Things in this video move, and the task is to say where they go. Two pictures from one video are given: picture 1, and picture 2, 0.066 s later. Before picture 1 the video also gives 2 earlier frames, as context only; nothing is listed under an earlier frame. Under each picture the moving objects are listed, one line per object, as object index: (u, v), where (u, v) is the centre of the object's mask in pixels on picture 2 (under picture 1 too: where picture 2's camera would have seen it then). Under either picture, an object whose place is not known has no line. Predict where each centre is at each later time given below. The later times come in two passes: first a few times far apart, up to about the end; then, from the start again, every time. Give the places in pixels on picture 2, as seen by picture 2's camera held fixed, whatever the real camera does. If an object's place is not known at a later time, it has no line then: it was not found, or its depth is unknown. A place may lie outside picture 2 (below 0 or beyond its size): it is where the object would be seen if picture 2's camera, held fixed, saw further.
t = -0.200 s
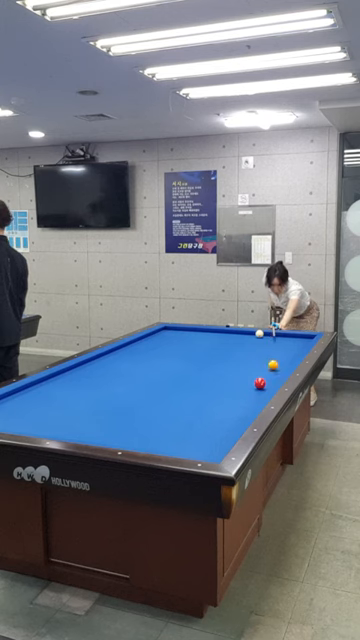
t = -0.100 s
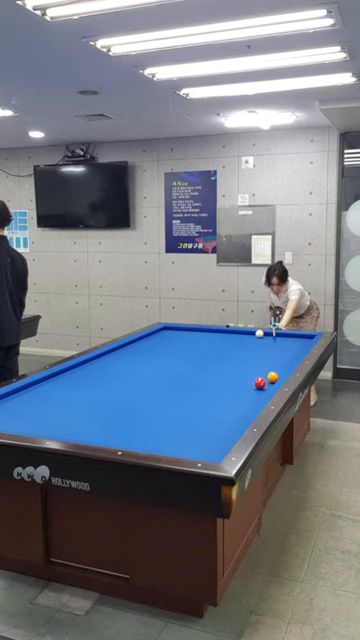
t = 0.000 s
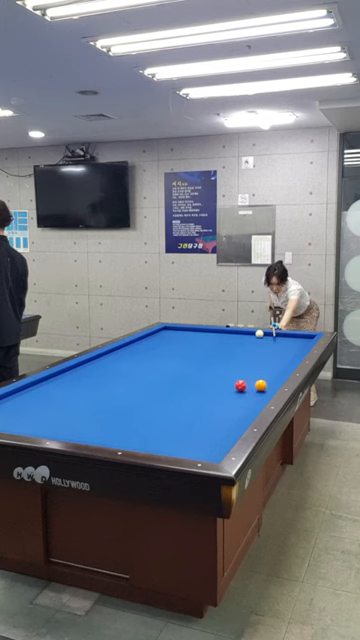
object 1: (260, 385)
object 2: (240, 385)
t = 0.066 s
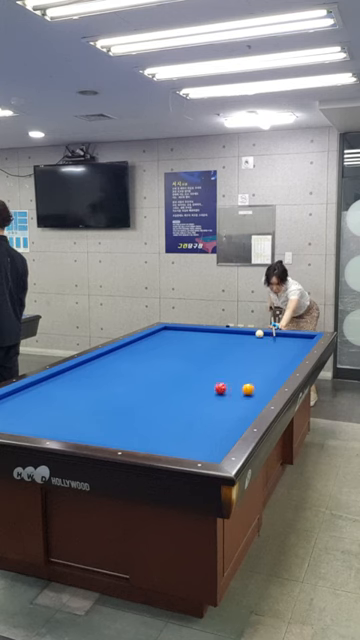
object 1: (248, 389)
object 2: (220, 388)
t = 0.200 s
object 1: (222, 398)
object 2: (183, 393)
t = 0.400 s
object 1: (177, 415)
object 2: (131, 399)
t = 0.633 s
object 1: (115, 438)
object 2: (66, 408)
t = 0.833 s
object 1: (101, 422)
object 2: (7, 416)
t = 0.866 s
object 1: (100, 419)
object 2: (1, 417)
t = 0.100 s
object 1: (241, 391)
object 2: (210, 389)
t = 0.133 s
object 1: (235, 393)
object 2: (201, 390)
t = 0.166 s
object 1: (228, 396)
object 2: (192, 392)
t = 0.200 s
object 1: (222, 398)
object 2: (183, 393)
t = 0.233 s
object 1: (215, 401)
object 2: (174, 394)
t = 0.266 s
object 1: (208, 404)
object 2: (166, 395)
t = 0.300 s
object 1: (200, 407)
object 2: (157, 396)
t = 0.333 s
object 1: (193, 409)
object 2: (149, 397)
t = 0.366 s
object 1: (185, 412)
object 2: (140, 398)
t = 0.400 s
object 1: (177, 415)
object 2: (131, 399)
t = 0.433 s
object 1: (169, 419)
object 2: (122, 401)
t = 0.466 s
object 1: (161, 422)
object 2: (113, 402)
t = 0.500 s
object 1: (152, 425)
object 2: (104, 403)
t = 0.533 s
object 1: (143, 429)
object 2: (95, 404)
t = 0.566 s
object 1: (134, 432)
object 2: (86, 405)
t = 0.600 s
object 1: (125, 436)
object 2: (76, 407)
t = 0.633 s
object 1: (115, 438)
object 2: (66, 408)
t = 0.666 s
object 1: (107, 439)
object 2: (57, 409)
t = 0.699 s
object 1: (106, 436)
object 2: (47, 410)
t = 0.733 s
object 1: (105, 433)
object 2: (37, 412)
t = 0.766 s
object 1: (104, 429)
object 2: (27, 413)
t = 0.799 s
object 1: (103, 425)
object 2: (17, 414)
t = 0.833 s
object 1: (101, 422)
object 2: (7, 416)
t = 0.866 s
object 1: (100, 419)
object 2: (1, 417)
